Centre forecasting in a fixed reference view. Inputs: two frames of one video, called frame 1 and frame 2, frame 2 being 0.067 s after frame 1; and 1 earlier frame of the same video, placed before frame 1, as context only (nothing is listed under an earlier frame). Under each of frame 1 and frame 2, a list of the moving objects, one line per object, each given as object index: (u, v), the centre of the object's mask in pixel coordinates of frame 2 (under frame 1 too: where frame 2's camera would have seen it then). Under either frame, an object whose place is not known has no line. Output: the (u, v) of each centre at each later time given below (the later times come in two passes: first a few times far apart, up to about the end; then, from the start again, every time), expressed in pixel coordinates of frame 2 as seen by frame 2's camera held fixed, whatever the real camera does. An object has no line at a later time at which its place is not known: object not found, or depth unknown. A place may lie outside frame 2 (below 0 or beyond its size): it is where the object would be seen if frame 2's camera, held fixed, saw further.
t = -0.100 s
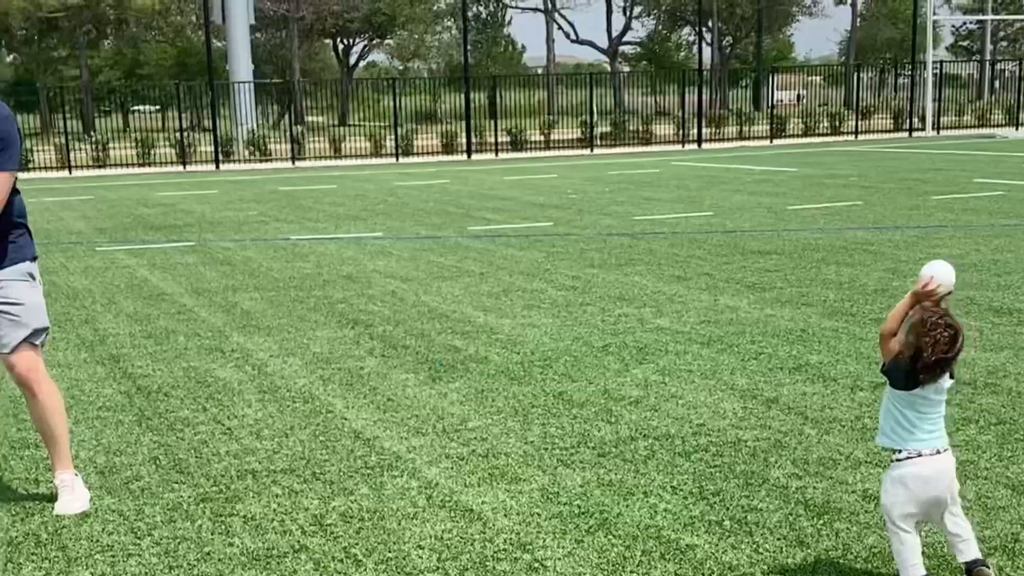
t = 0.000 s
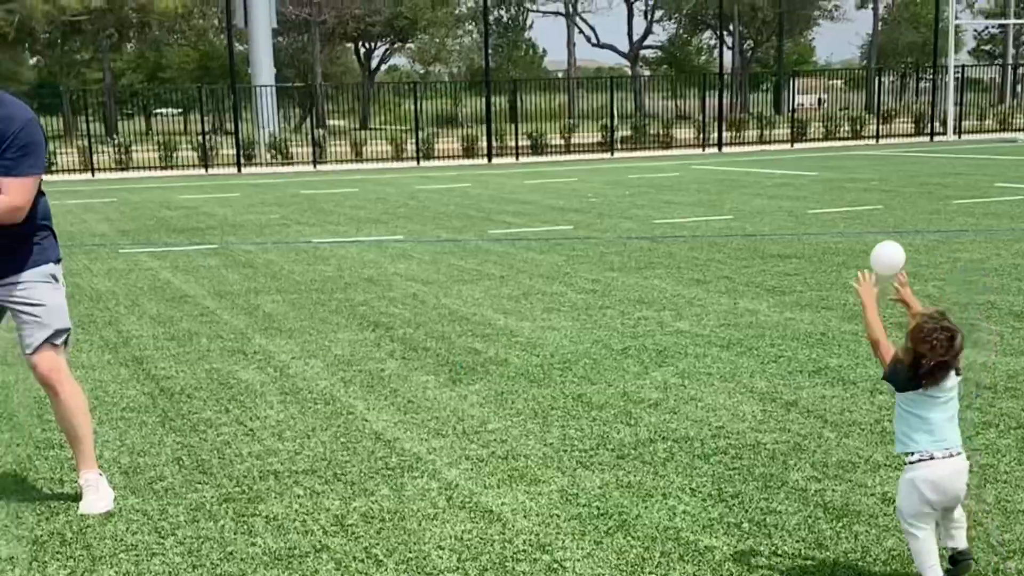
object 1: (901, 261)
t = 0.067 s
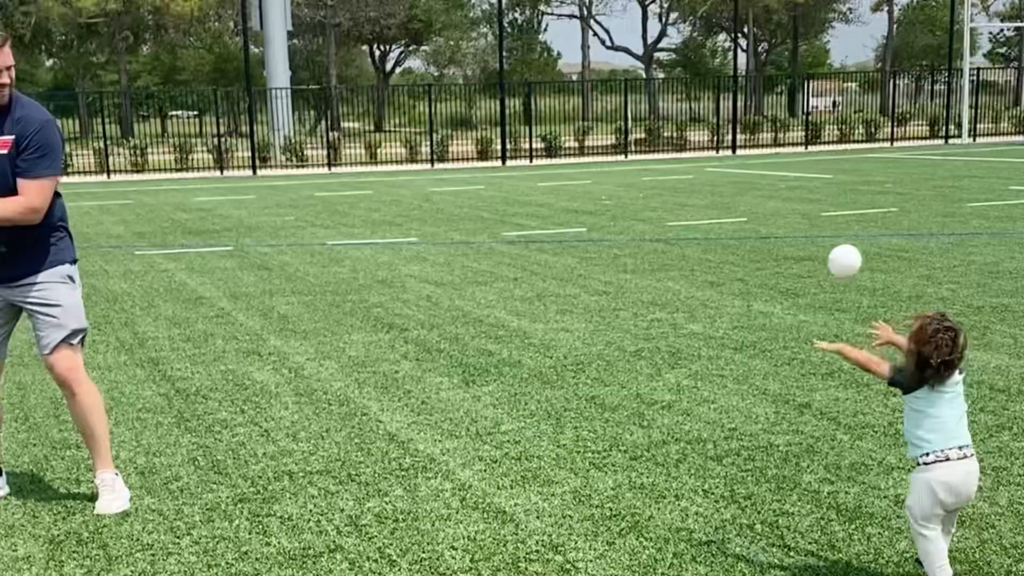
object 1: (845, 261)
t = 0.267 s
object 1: (681, 346)
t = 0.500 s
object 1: (535, 482)
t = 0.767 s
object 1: (446, 483)
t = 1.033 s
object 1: (365, 485)
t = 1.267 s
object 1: (302, 487)
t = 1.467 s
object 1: (253, 487)
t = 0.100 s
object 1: (817, 267)
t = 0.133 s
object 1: (789, 278)
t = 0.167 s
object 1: (761, 291)
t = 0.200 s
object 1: (735, 306)
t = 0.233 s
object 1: (707, 324)
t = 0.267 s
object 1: (681, 346)
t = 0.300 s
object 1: (655, 369)
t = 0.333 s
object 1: (630, 393)
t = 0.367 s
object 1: (606, 420)
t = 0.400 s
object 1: (583, 448)
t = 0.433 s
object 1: (562, 479)
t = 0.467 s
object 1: (544, 492)
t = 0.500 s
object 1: (535, 482)
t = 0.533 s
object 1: (523, 476)
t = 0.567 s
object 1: (513, 472)
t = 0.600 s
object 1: (502, 469)
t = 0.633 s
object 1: (490, 471)
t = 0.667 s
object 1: (479, 477)
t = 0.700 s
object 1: (468, 485)
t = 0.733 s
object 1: (458, 486)
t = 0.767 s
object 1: (446, 483)
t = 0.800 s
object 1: (435, 483)
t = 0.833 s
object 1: (426, 484)
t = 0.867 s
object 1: (415, 486)
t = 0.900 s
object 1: (405, 485)
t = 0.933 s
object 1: (394, 485)
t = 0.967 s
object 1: (384, 486)
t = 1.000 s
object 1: (374, 485)
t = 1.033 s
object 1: (365, 485)
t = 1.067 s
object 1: (355, 486)
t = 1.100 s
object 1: (347, 487)
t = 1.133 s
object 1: (338, 486)
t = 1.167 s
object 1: (328, 486)
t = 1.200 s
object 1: (319, 486)
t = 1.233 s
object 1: (311, 486)
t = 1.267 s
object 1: (302, 487)
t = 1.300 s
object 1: (293, 487)
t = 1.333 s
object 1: (284, 486)
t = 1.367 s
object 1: (277, 487)
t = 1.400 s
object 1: (268, 487)
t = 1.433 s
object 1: (261, 487)
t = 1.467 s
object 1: (253, 487)
